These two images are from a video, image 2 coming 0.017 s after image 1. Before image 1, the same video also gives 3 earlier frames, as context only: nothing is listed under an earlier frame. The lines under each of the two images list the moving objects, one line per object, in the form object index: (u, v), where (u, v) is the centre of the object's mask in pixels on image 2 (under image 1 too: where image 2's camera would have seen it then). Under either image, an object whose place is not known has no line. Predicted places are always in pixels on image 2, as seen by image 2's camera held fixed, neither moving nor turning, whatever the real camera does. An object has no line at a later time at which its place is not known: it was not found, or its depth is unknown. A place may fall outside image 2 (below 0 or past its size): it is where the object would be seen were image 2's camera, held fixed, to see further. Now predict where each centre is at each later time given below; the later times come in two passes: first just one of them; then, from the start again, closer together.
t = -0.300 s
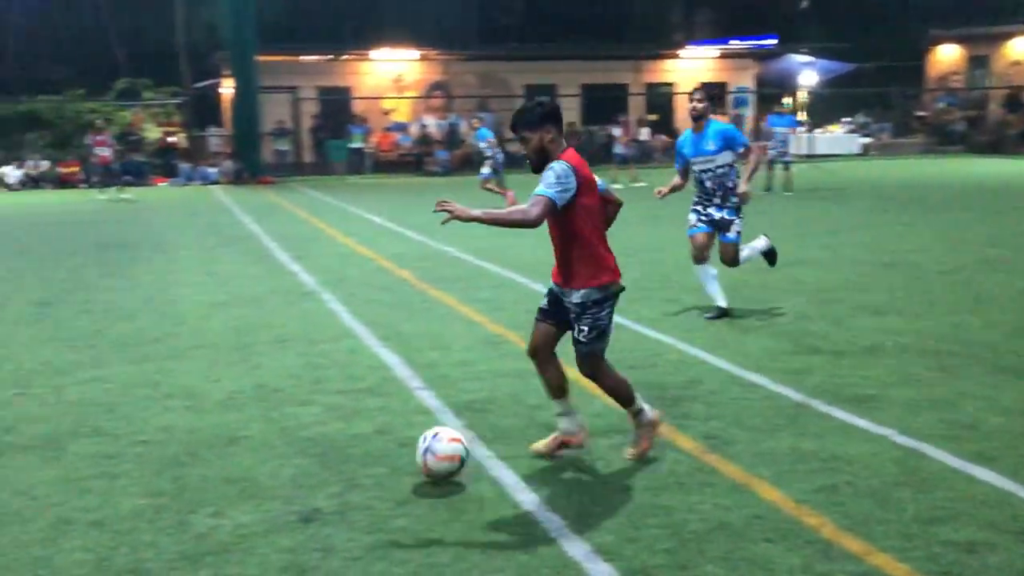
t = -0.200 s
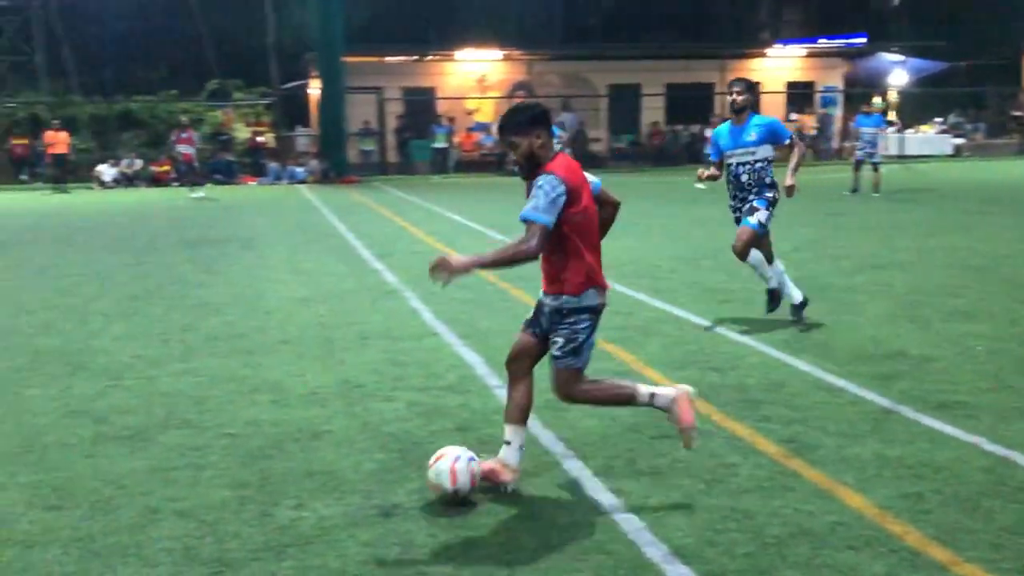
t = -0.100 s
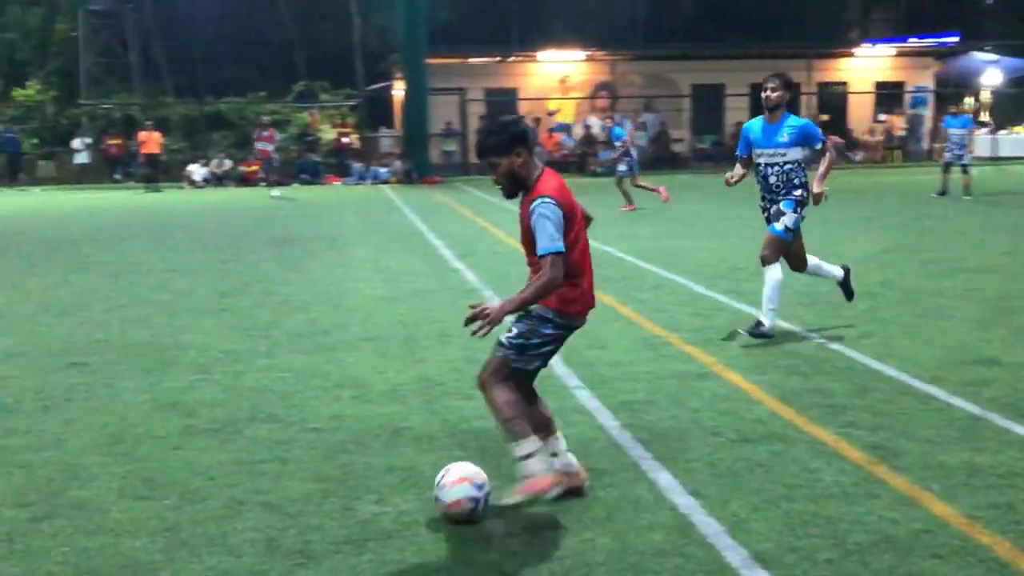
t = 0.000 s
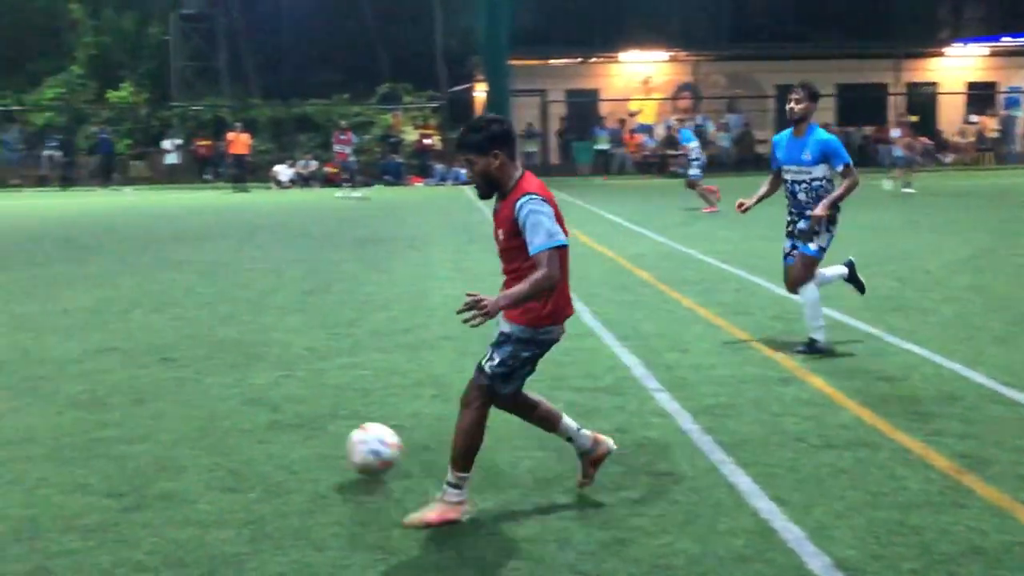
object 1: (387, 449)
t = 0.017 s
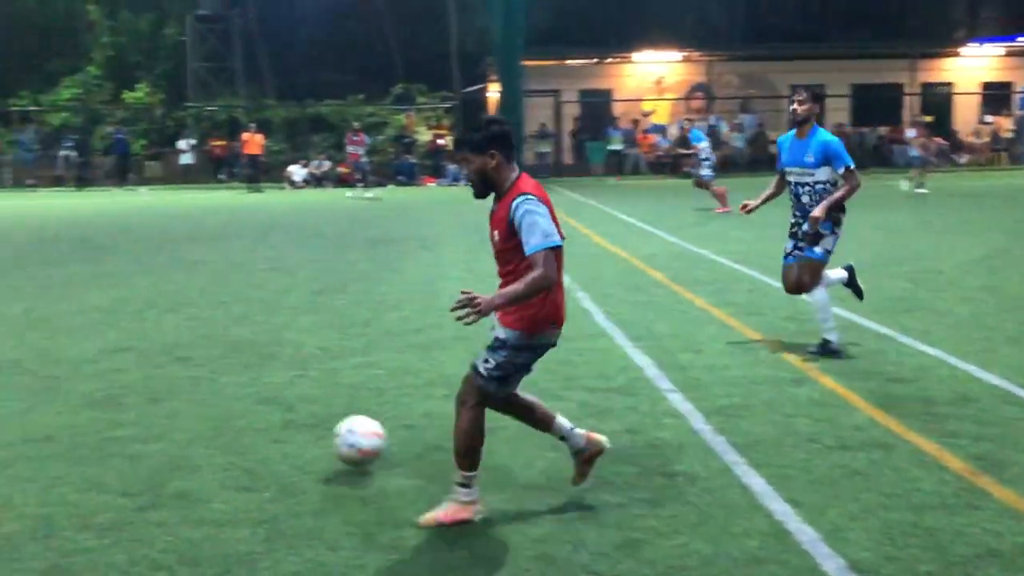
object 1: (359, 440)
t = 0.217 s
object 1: (117, 378)
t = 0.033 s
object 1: (334, 434)
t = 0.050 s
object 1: (308, 428)
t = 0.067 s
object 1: (284, 423)
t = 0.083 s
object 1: (263, 418)
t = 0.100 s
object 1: (241, 414)
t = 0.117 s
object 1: (220, 409)
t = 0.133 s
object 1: (202, 402)
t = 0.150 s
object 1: (183, 396)
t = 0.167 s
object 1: (166, 391)
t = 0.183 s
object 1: (149, 386)
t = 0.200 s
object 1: (133, 382)
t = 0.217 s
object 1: (117, 378)
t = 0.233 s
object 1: (103, 374)
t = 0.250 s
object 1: (90, 368)
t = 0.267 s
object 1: (76, 364)
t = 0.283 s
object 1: (63, 359)
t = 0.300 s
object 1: (52, 354)
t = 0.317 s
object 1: (39, 351)
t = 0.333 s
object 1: (27, 348)
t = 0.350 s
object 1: (17, 345)
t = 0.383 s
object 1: (-6, 343)
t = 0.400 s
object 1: (-15, 341)
